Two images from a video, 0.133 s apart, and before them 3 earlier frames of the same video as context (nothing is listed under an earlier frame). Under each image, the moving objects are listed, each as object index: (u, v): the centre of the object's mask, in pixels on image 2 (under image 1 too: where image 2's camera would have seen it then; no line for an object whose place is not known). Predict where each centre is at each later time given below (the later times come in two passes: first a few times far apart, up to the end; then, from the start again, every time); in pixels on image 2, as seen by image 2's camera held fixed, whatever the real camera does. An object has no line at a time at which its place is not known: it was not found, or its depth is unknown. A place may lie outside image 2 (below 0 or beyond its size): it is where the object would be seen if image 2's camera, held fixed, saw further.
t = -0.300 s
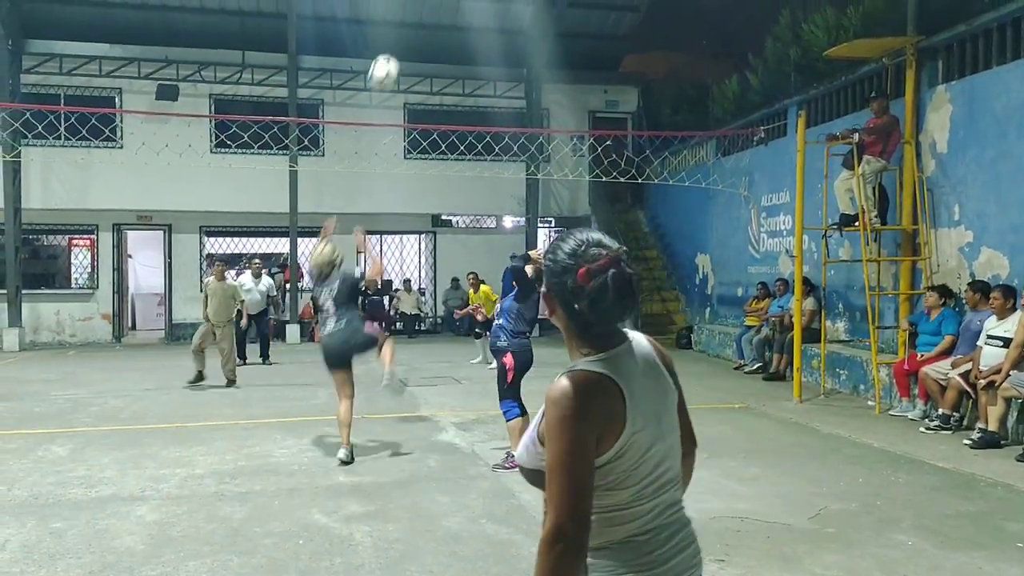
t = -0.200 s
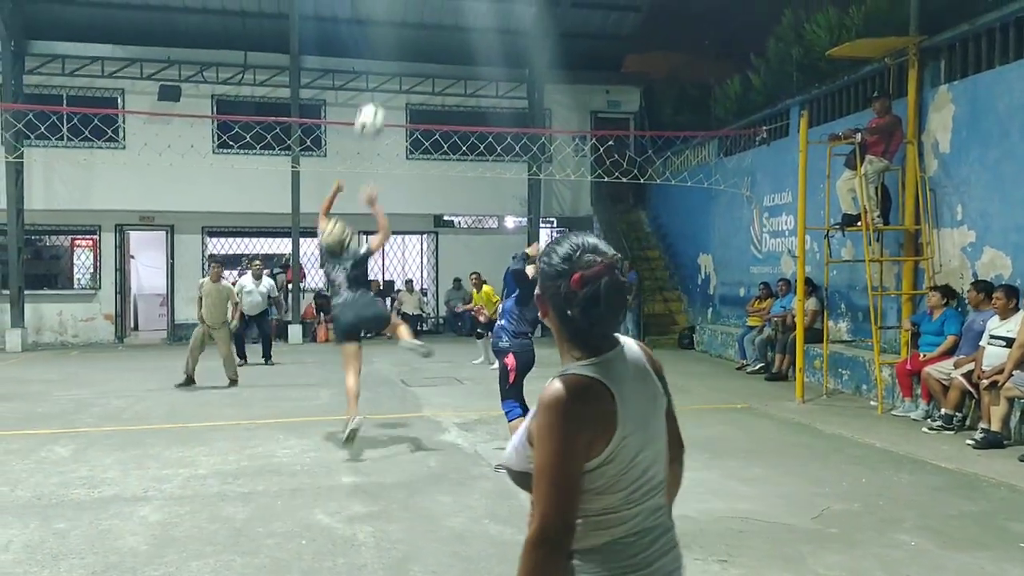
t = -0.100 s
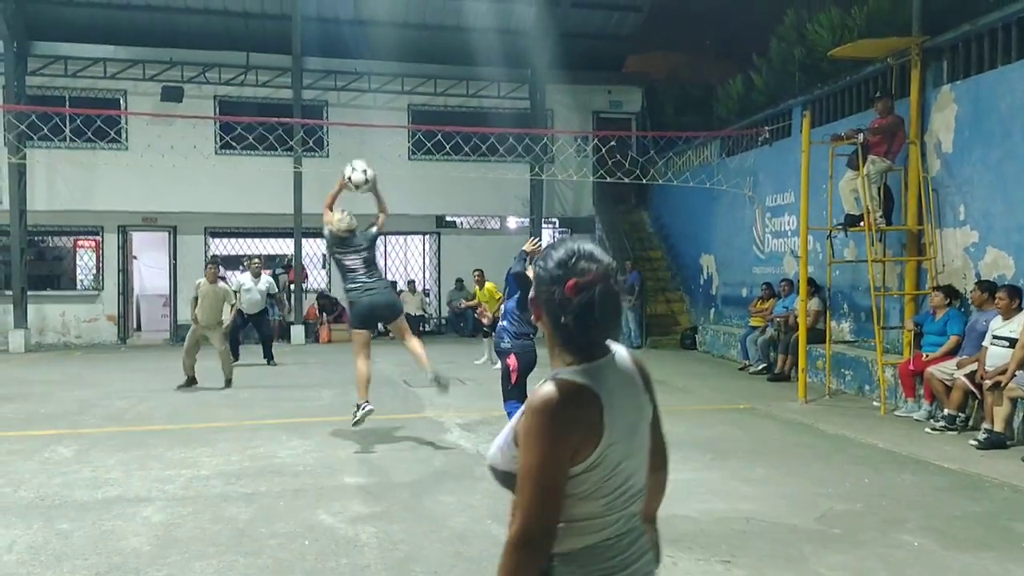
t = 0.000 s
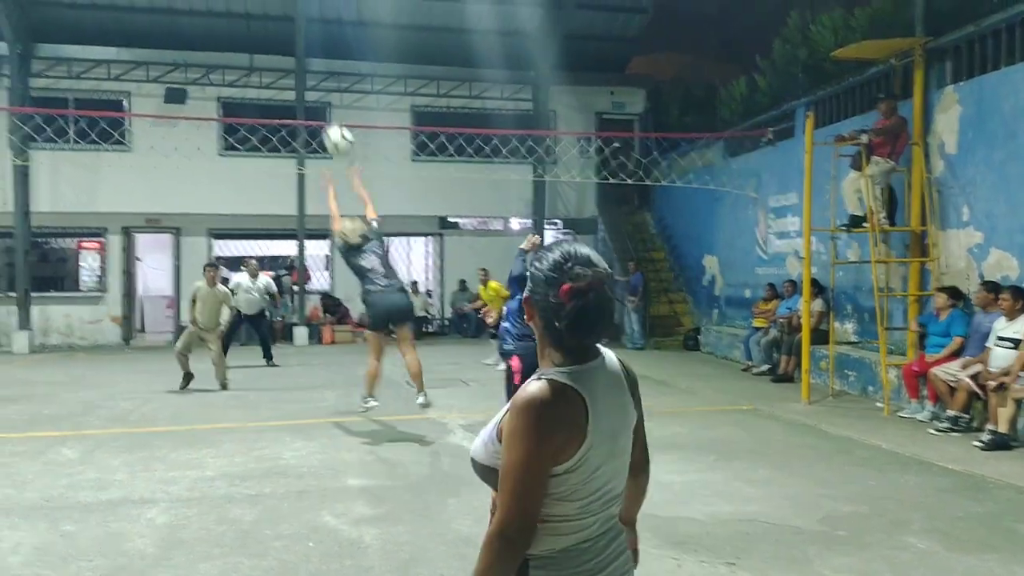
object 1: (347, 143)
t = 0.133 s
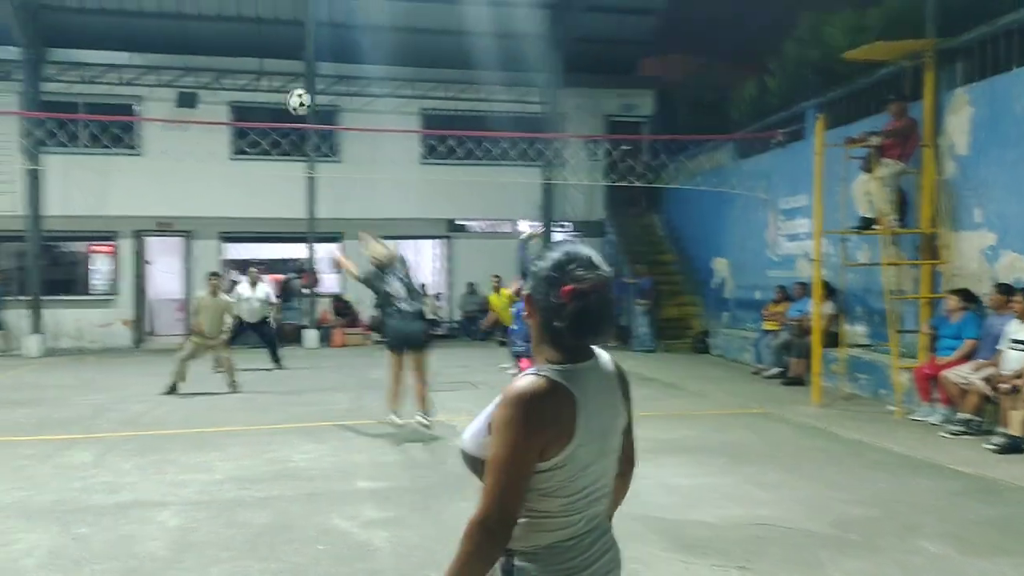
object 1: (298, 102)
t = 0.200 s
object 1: (279, 91)
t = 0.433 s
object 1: (228, 88)
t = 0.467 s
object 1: (221, 93)
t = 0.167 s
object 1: (290, 97)
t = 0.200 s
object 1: (279, 91)
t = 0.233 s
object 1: (271, 88)
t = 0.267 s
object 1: (263, 85)
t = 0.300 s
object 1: (255, 84)
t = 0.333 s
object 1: (246, 83)
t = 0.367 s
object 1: (239, 84)
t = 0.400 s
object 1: (234, 87)
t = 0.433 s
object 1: (228, 88)
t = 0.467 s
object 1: (221, 93)
